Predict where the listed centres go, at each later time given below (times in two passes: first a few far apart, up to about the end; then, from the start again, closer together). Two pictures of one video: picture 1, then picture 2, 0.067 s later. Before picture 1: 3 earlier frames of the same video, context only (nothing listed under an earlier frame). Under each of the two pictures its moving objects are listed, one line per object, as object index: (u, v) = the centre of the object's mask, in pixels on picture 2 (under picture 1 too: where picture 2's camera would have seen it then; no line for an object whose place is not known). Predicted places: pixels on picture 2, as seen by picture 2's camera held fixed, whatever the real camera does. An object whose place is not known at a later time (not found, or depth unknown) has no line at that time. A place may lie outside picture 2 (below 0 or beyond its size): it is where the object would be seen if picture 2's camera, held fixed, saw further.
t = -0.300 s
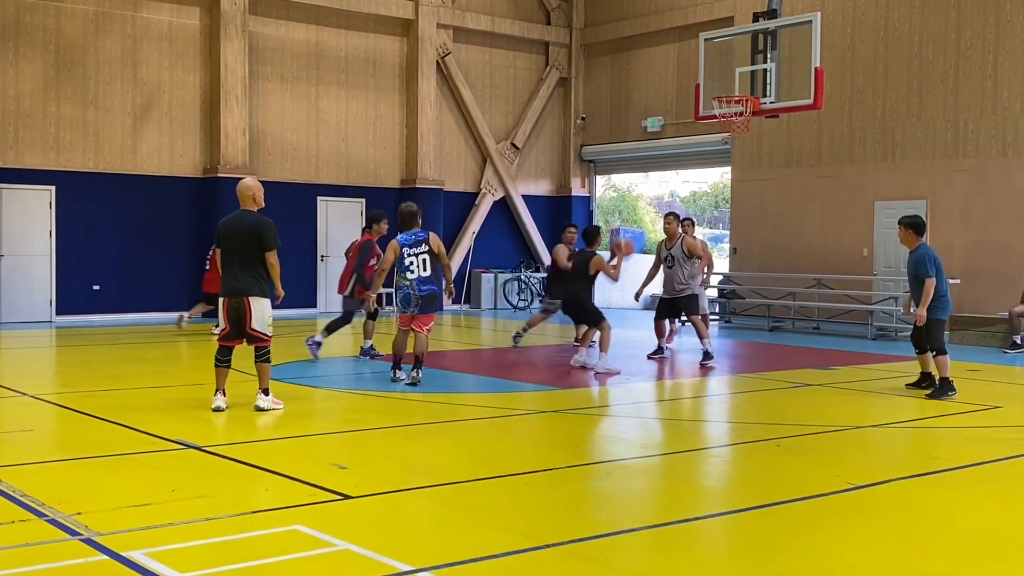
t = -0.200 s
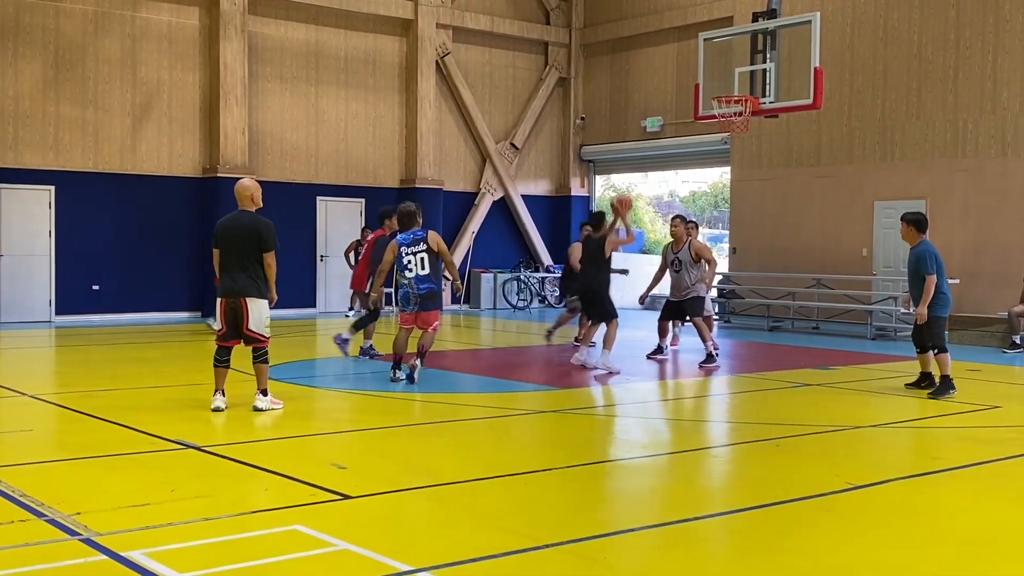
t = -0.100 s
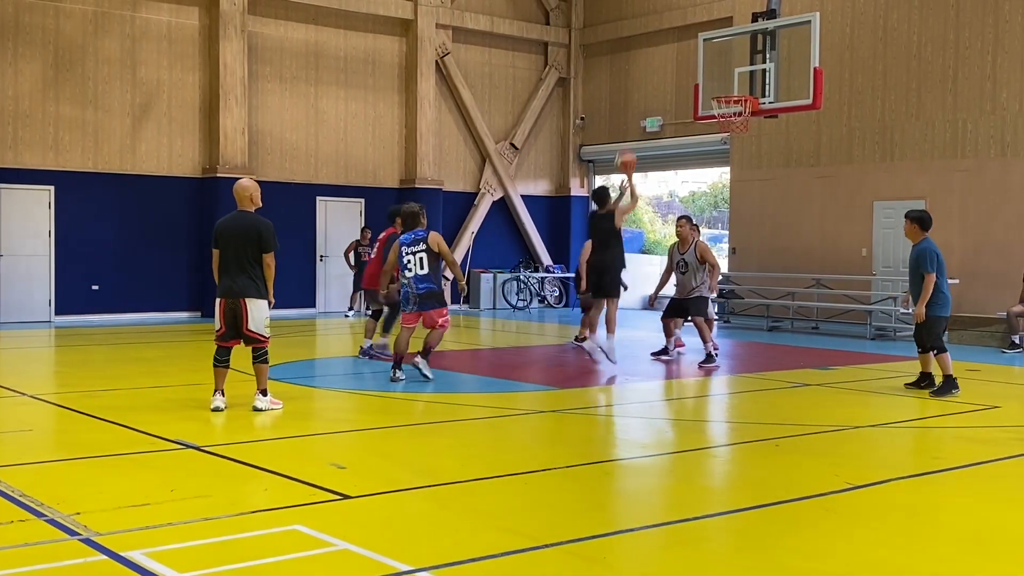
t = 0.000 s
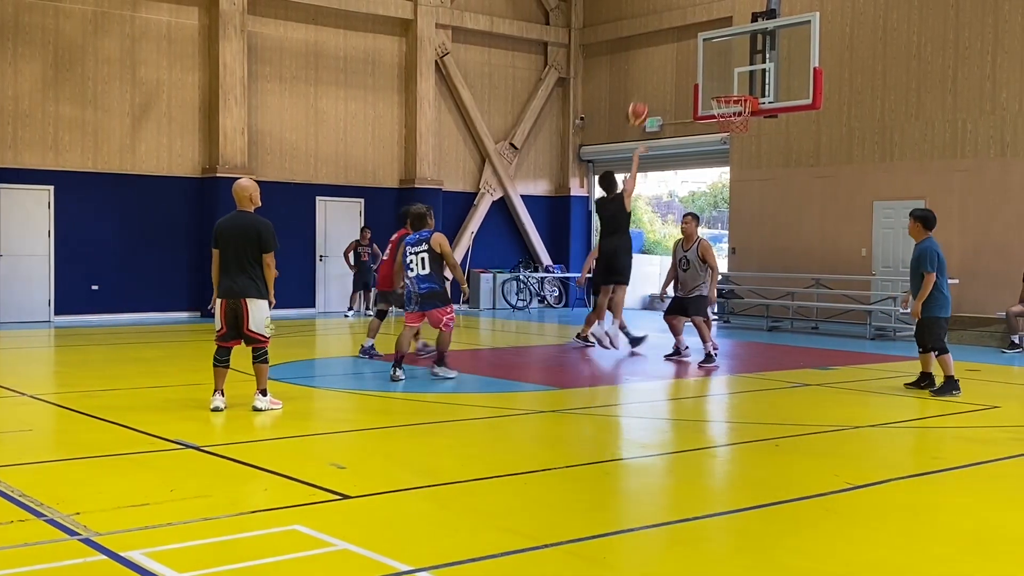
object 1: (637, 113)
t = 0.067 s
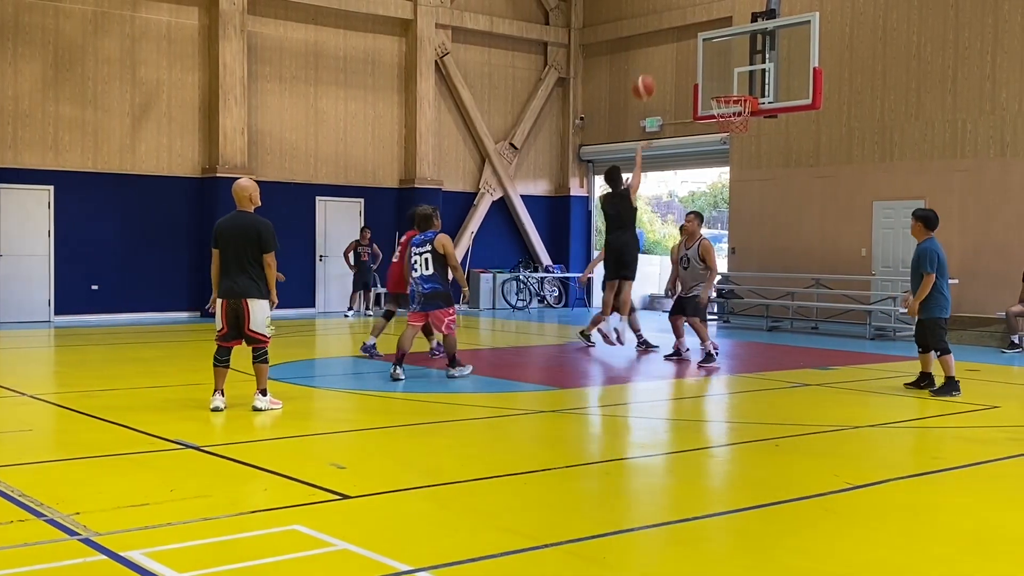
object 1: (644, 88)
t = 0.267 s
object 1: (666, 36)
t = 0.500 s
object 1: (688, 25)
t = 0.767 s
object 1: (710, 67)
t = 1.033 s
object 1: (740, 87)
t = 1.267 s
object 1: (734, 84)
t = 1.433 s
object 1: (731, 101)
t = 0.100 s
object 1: (648, 76)
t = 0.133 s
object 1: (652, 66)
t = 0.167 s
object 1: (656, 57)
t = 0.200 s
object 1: (659, 49)
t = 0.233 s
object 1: (663, 42)
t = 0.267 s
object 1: (666, 36)
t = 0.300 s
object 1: (670, 32)
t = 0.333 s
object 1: (673, 28)
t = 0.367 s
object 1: (676, 26)
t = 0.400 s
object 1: (679, 25)
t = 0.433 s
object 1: (683, 24)
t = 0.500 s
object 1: (688, 25)
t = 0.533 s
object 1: (692, 27)
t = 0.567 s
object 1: (695, 30)
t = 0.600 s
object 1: (697, 34)
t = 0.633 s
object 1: (699, 39)
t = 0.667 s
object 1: (702, 45)
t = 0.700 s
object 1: (705, 52)
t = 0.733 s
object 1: (708, 60)
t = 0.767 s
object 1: (710, 67)
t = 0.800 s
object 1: (712, 77)
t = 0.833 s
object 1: (715, 87)
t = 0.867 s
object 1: (719, 88)
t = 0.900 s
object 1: (723, 86)
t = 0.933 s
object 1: (727, 85)
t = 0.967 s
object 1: (732, 85)
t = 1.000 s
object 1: (737, 86)
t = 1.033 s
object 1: (740, 87)
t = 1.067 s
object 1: (744, 87)
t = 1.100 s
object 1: (743, 86)
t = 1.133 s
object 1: (741, 85)
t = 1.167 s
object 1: (739, 83)
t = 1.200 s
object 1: (738, 82)
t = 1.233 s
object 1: (736, 83)
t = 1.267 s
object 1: (734, 84)
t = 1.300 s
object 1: (732, 86)
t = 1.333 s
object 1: (730, 89)
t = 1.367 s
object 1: (729, 94)
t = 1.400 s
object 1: (729, 97)
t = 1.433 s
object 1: (731, 101)
